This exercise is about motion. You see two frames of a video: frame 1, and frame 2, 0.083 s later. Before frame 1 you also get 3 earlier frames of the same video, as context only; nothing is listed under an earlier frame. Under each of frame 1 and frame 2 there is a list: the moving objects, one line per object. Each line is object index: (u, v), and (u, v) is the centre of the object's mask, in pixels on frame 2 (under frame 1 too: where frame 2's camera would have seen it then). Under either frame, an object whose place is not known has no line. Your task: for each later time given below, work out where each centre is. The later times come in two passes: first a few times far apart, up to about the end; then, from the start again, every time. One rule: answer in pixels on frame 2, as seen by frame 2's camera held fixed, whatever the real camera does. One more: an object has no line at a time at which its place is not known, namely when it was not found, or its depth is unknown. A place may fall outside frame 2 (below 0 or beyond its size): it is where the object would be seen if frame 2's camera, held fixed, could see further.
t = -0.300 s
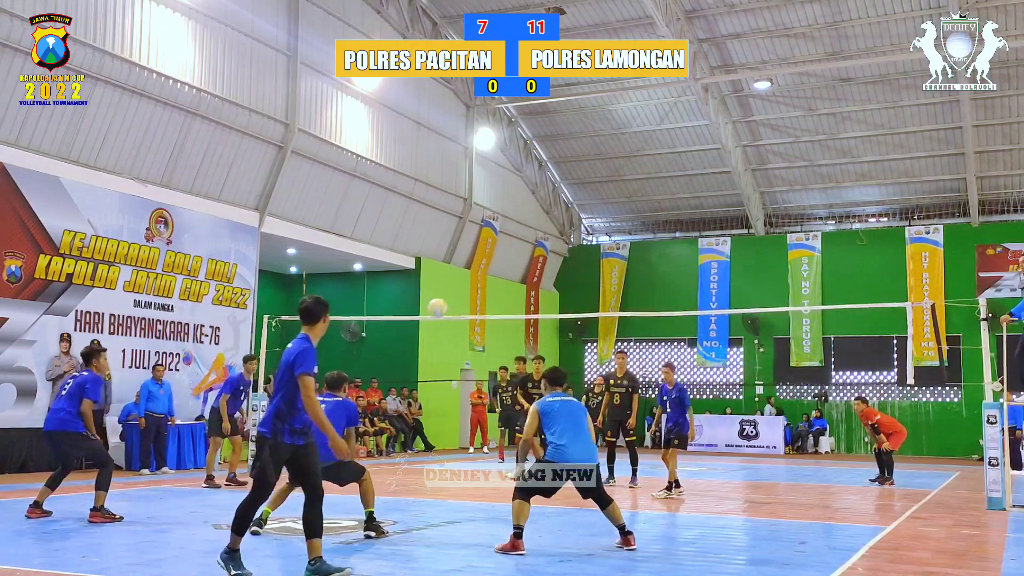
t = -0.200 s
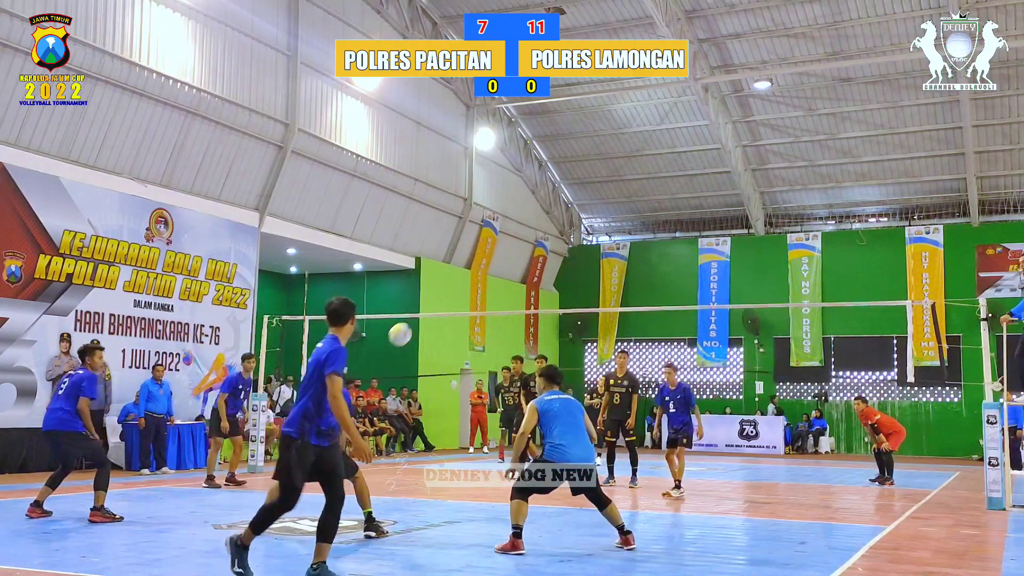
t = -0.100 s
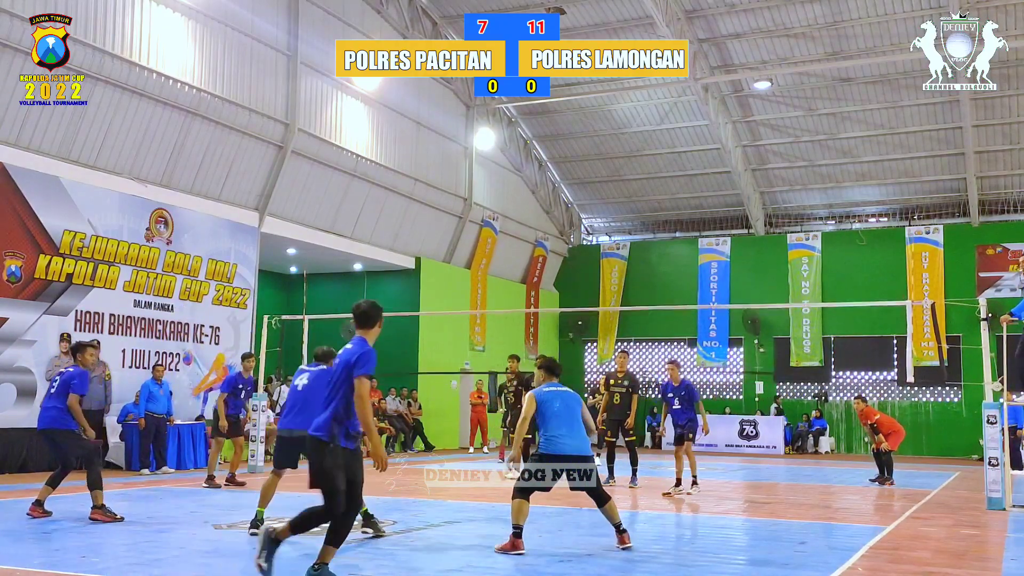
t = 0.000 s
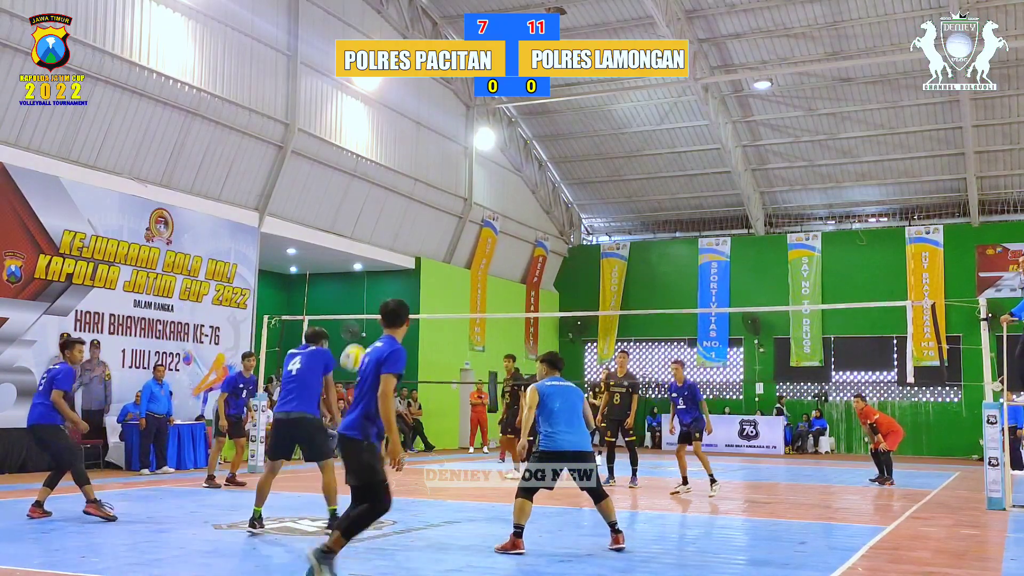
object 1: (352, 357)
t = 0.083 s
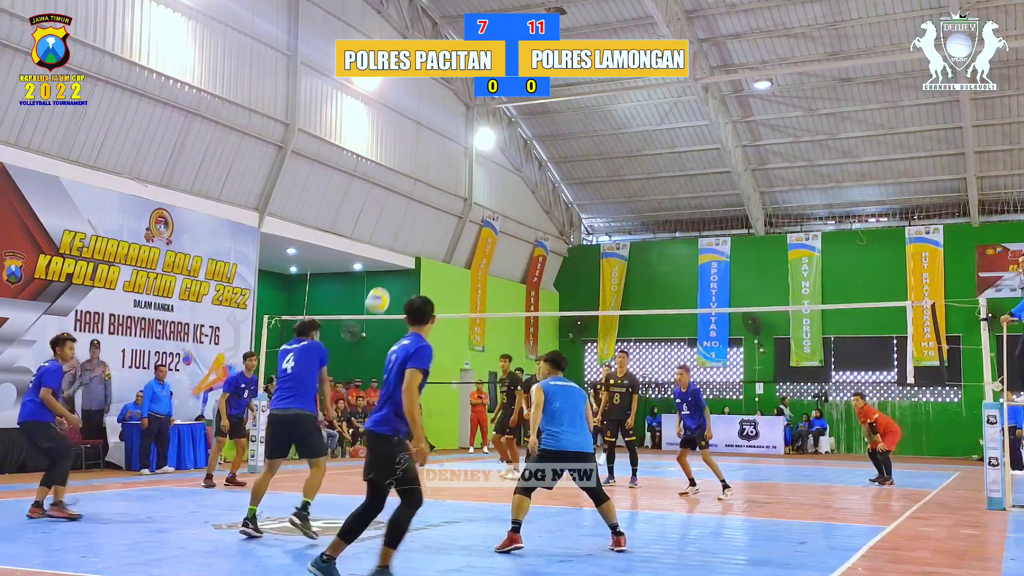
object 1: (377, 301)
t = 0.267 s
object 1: (428, 209)
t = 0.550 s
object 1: (495, 150)
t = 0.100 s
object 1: (382, 291)
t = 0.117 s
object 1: (387, 281)
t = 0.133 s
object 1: (392, 272)
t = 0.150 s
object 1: (396, 263)
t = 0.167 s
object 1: (401, 252)
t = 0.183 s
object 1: (405, 244)
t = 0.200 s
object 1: (410, 236)
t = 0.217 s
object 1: (415, 229)
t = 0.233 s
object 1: (419, 223)
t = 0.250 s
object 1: (423, 216)
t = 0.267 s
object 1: (428, 209)
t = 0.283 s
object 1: (432, 202)
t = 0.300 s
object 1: (436, 197)
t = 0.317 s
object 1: (440, 192)
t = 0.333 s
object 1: (444, 187)
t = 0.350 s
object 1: (448, 182)
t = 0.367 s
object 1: (452, 177)
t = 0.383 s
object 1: (456, 173)
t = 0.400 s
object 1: (460, 169)
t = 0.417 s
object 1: (463, 166)
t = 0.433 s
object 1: (467, 163)
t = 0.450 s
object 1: (471, 159)
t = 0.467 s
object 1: (475, 158)
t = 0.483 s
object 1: (477, 157)
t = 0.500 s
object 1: (484, 153)
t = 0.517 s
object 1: (486, 152)
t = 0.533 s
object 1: (491, 151)
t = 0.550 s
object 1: (495, 150)
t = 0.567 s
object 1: (498, 148)
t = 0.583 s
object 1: (504, 145)
